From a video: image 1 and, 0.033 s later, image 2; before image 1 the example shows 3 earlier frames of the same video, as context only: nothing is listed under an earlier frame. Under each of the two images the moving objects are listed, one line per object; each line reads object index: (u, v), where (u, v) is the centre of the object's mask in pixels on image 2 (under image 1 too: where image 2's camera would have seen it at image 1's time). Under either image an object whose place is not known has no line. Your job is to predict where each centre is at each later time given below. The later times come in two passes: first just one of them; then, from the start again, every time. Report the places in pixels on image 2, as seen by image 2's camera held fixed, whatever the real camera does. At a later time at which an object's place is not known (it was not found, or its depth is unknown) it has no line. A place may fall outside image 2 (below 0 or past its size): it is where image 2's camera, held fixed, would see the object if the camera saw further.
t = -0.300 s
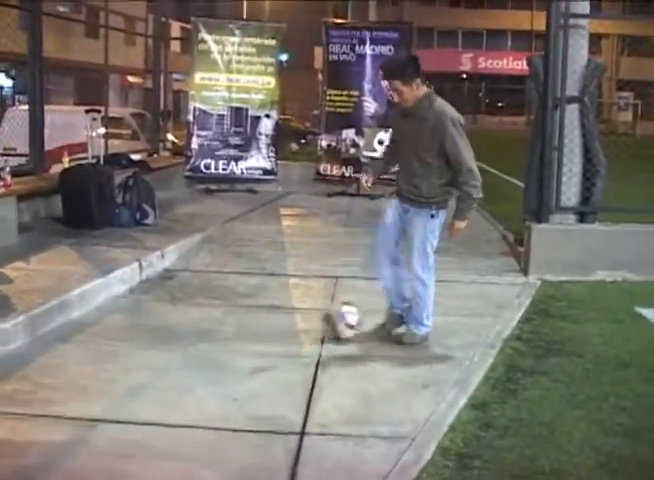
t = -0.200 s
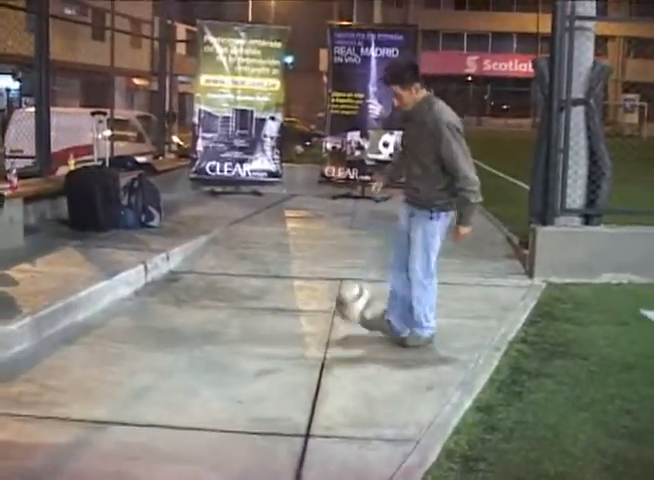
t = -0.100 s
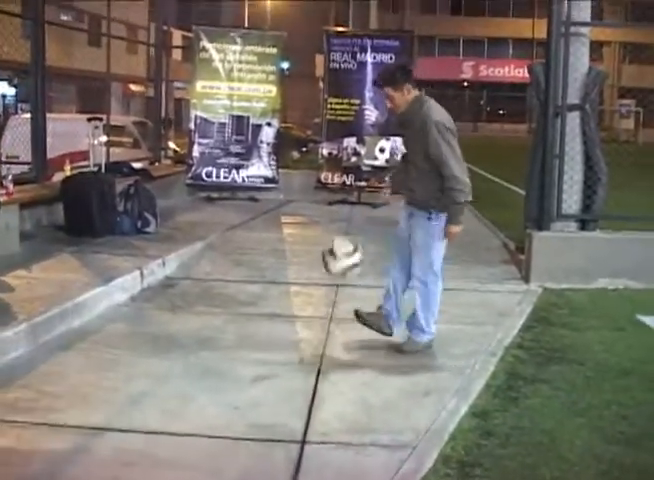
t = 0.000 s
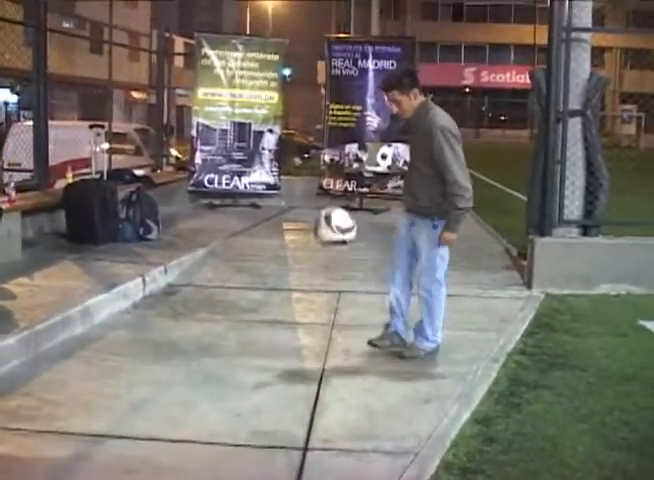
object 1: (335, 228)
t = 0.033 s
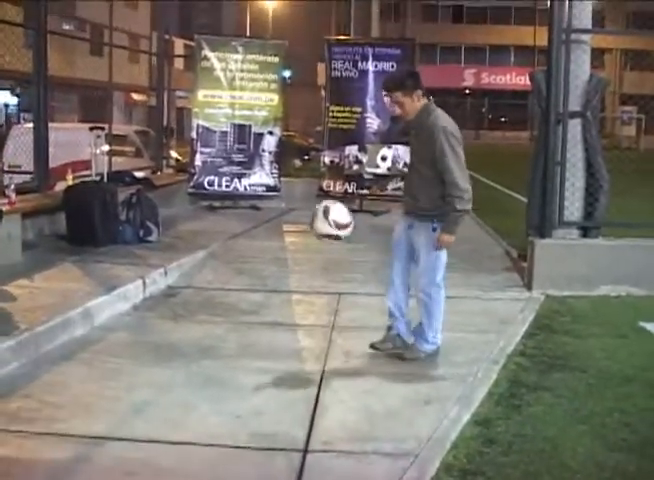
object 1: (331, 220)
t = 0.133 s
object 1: (320, 208)
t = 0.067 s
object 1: (328, 214)
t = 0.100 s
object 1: (324, 210)
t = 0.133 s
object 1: (320, 208)
